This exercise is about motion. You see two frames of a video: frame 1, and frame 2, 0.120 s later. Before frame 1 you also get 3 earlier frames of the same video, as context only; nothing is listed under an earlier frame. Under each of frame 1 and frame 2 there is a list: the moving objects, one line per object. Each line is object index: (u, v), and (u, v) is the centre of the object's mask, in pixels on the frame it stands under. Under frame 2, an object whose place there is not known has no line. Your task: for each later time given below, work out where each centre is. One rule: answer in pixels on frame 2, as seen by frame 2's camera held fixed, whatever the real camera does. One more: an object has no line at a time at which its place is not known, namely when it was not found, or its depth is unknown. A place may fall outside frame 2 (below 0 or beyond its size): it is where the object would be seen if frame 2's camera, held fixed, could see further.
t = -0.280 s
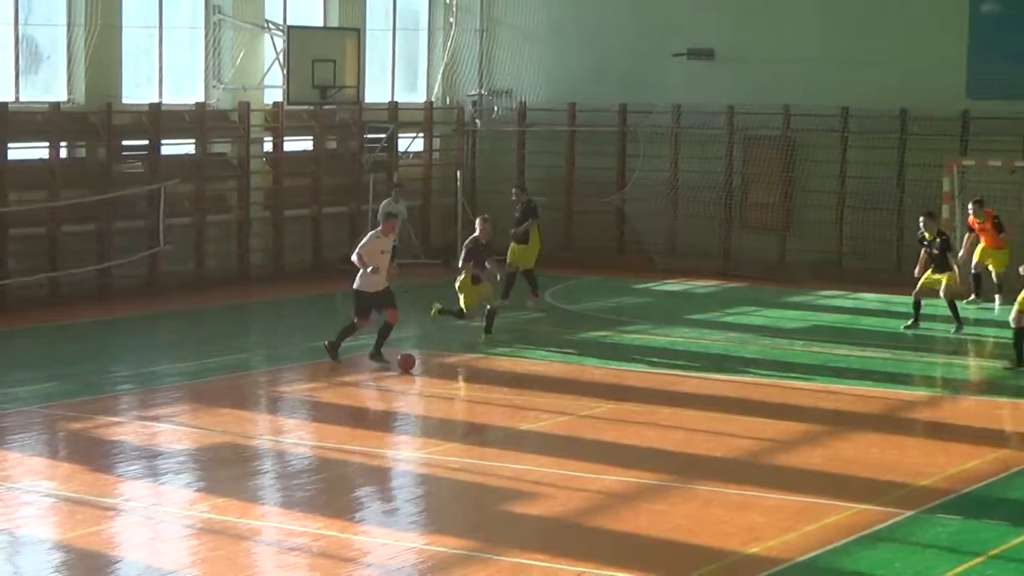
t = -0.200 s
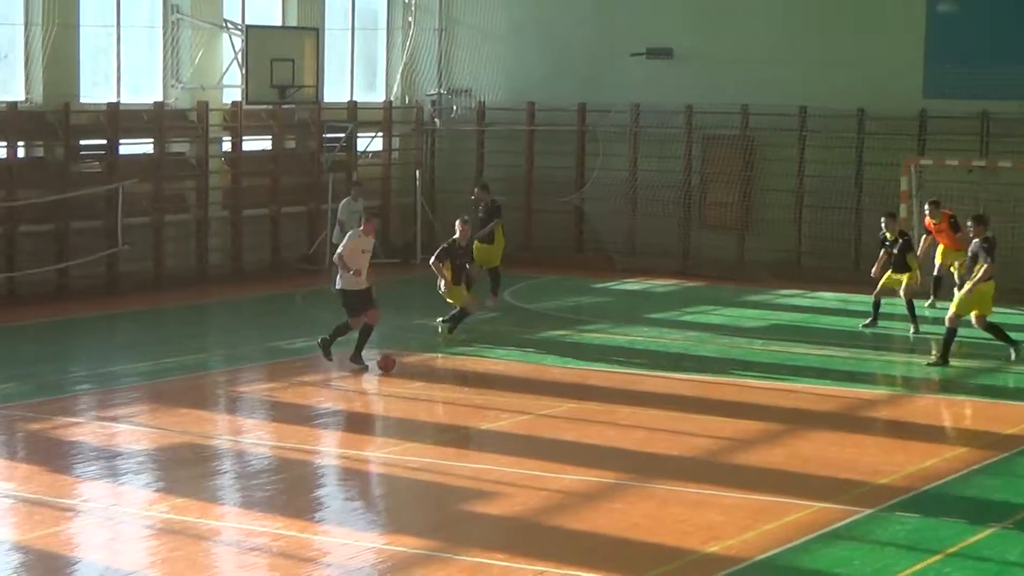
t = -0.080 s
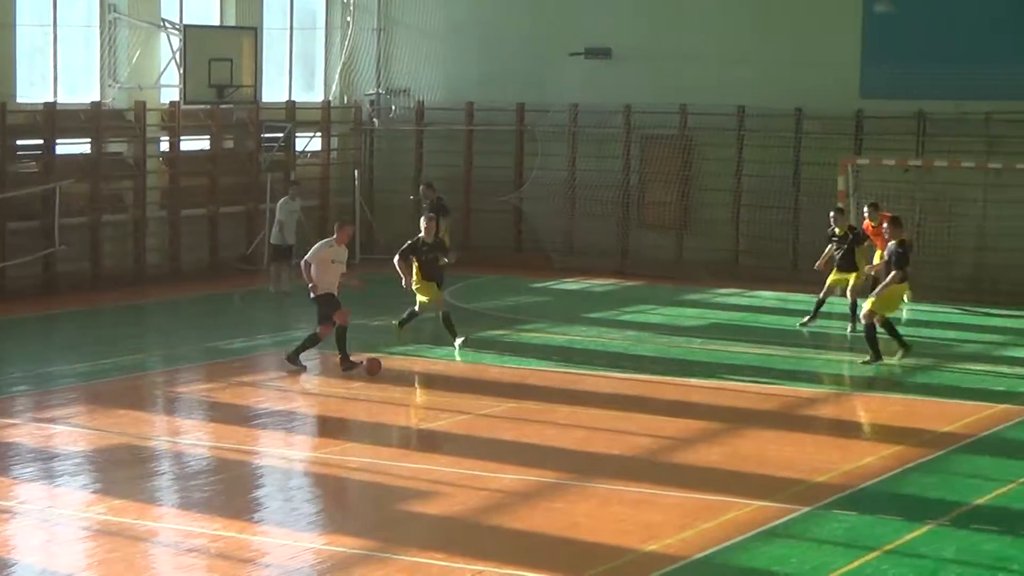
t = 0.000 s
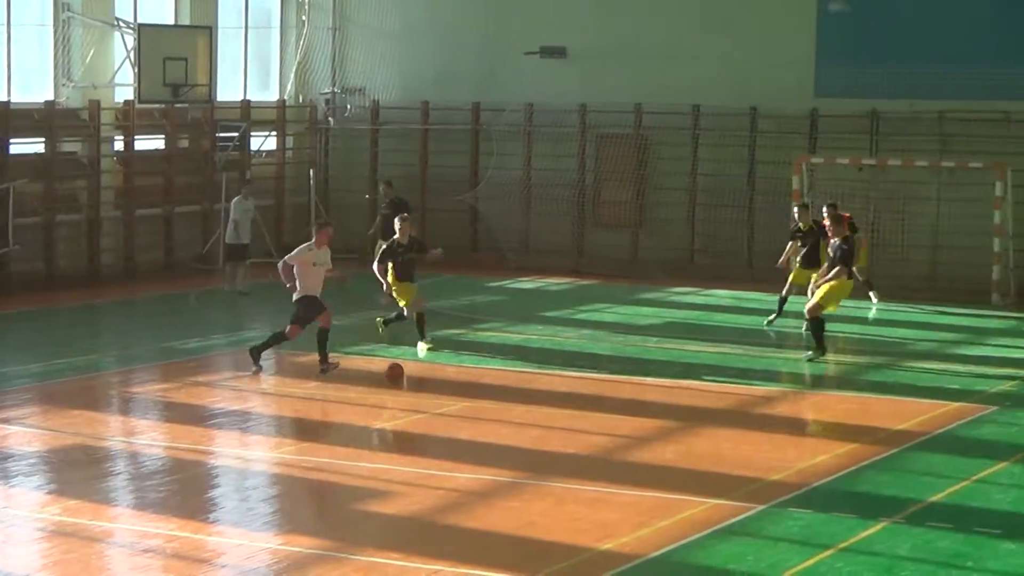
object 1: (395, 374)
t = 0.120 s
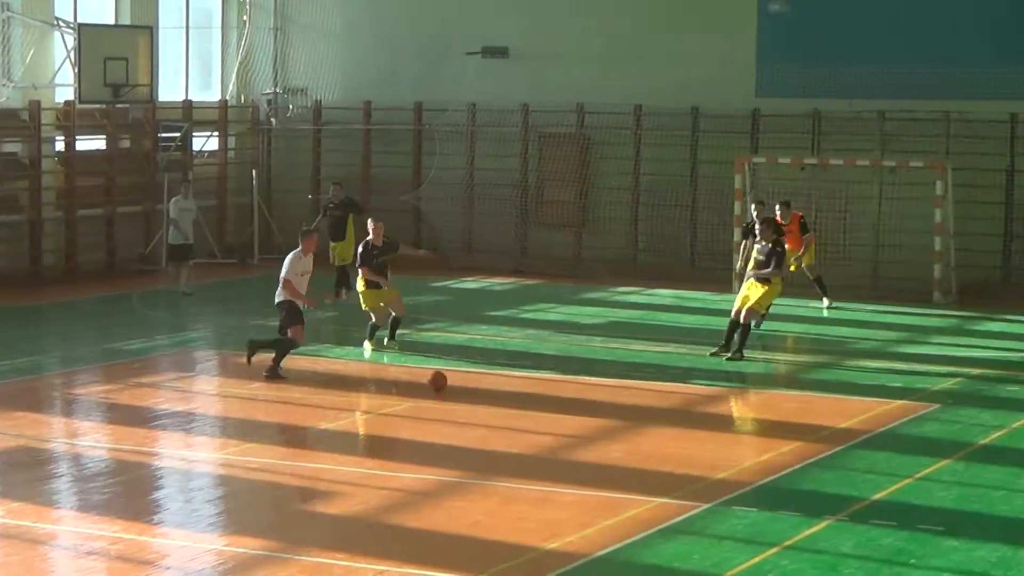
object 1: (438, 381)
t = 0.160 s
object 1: (469, 384)
